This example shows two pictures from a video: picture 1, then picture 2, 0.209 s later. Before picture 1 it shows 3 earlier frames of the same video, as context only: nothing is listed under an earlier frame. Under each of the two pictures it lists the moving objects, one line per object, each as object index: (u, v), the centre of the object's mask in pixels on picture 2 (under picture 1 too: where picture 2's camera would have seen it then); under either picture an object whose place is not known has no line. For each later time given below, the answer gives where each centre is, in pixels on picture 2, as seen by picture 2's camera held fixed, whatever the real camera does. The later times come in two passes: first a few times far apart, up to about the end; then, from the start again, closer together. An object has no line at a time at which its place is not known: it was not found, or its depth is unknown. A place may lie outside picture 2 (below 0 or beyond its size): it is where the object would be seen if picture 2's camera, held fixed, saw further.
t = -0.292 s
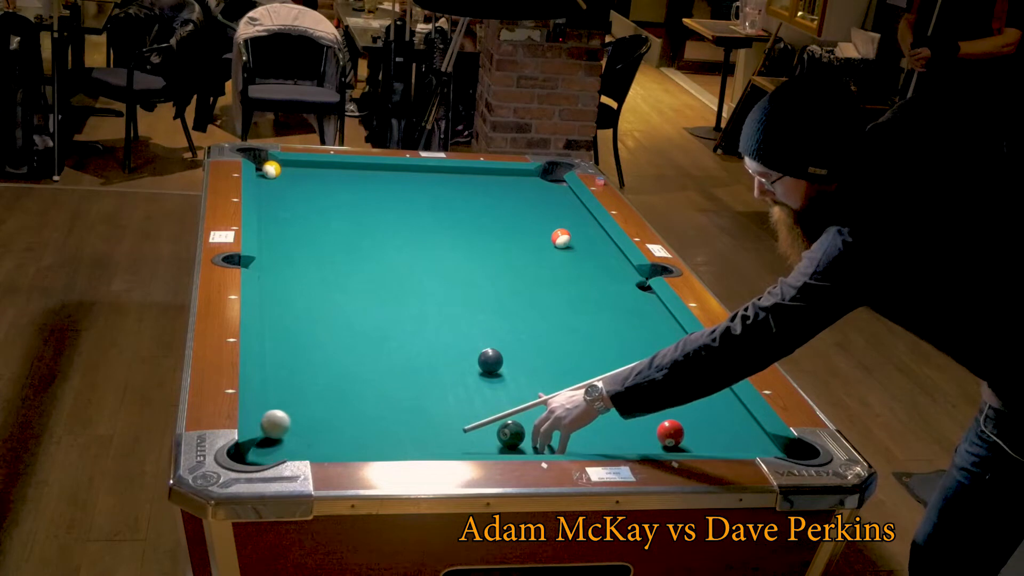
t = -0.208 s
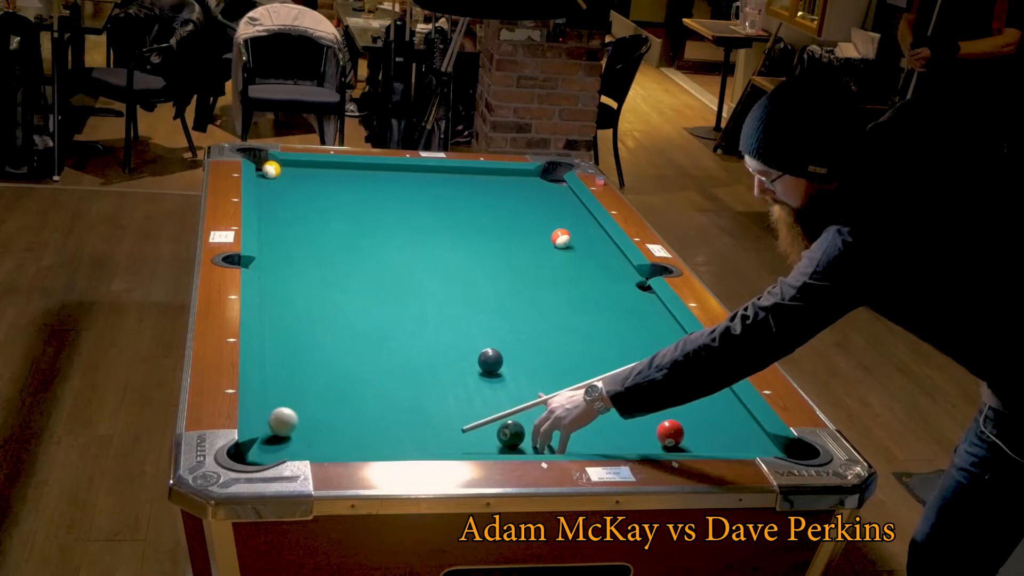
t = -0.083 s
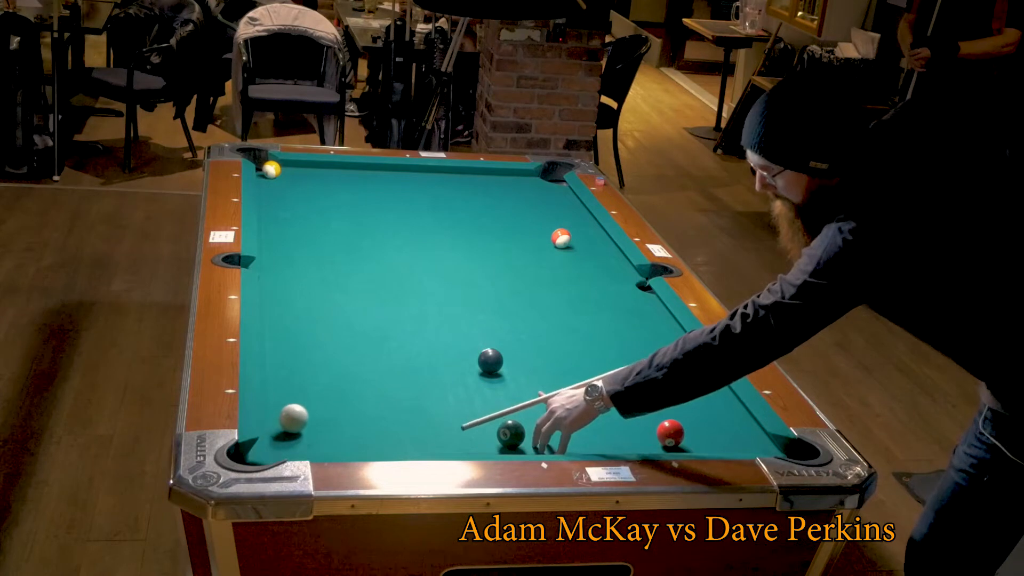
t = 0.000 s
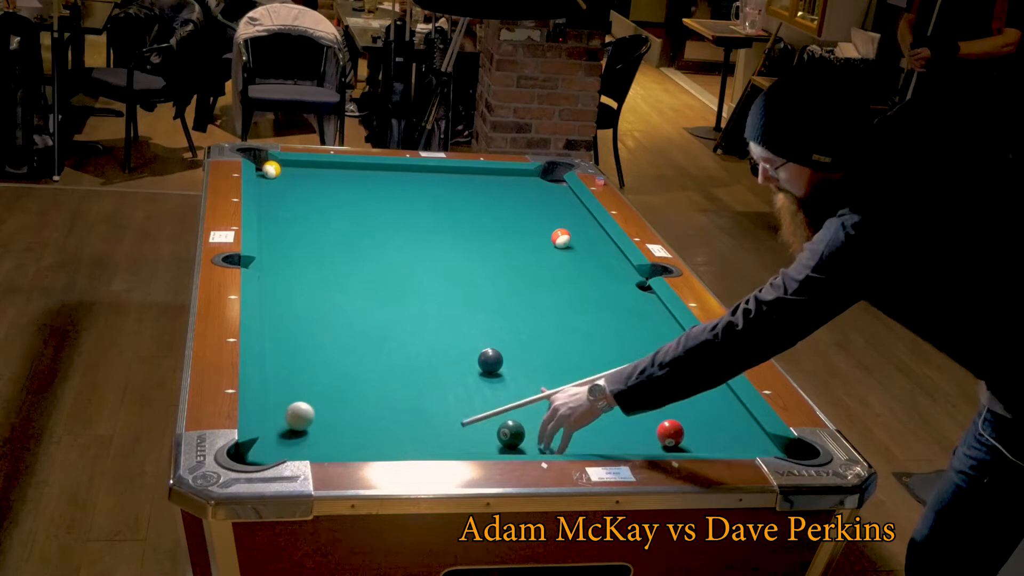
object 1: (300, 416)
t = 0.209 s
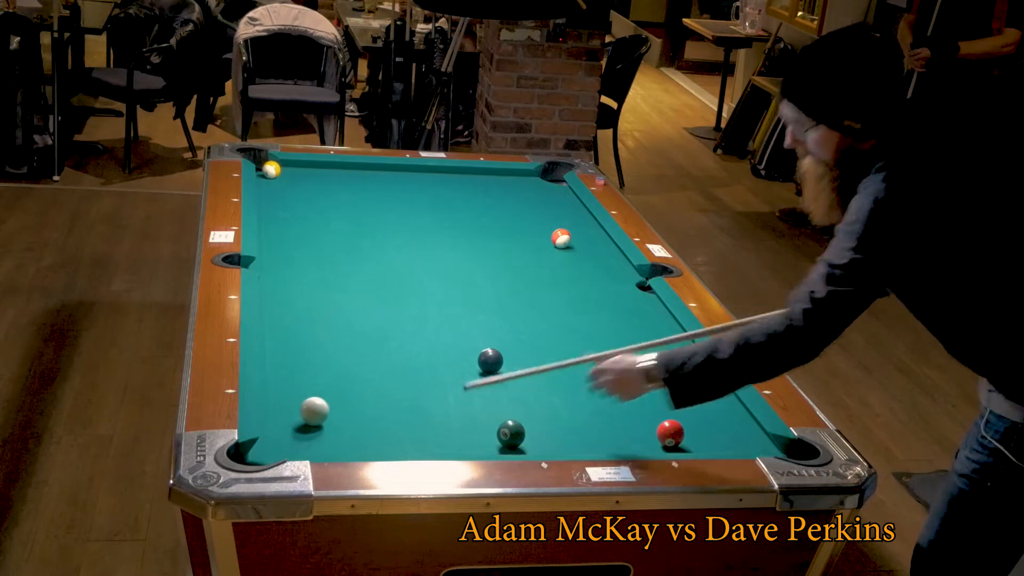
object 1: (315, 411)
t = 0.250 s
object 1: (317, 410)
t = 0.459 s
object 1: (329, 406)
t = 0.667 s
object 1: (340, 402)
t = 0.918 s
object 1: (352, 398)
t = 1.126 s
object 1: (360, 395)
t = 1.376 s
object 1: (367, 392)
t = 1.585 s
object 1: (371, 390)
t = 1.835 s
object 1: (375, 389)
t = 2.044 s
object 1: (376, 388)
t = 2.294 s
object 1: (375, 388)
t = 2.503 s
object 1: (375, 388)
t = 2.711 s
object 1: (375, 388)
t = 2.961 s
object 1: (375, 388)
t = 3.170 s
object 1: (375, 388)
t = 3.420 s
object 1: (375, 388)
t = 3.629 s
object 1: (375, 388)
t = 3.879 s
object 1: (375, 388)
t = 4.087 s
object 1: (375, 388)
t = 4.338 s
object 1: (375, 388)
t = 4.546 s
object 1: (375, 388)
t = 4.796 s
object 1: (375, 388)
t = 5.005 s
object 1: (375, 388)
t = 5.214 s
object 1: (375, 388)
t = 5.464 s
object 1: (375, 388)
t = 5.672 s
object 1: (375, 388)
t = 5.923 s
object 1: (375, 388)
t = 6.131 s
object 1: (375, 388)
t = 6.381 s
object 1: (375, 388)
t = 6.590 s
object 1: (375, 389)
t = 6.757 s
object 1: (375, 389)
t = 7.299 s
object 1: (381, 388)
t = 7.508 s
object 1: (375, 388)
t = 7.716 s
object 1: (375, 389)
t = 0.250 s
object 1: (317, 410)
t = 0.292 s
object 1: (320, 409)
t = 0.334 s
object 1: (322, 408)
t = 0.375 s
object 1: (324, 407)
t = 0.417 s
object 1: (327, 407)
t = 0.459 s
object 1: (329, 406)
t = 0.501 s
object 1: (331, 405)
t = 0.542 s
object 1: (334, 404)
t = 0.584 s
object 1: (336, 403)
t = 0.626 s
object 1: (338, 403)
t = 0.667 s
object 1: (340, 402)
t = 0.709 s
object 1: (342, 401)
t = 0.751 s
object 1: (344, 400)
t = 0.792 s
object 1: (346, 400)
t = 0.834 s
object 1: (348, 399)
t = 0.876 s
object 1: (350, 398)
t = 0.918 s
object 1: (352, 398)
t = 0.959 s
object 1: (353, 397)
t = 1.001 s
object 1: (355, 397)
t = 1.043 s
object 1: (356, 396)
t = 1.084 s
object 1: (358, 395)
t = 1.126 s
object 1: (360, 395)
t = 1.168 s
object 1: (361, 394)
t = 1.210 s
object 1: (362, 394)
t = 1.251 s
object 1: (363, 393)
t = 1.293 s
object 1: (365, 393)
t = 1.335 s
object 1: (366, 392)
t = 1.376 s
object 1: (367, 392)
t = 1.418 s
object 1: (368, 392)
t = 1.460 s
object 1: (369, 391)
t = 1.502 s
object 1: (370, 391)
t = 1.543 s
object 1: (370, 390)
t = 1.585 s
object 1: (371, 390)
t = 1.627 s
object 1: (372, 390)
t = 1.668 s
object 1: (373, 390)
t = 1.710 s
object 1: (373, 389)
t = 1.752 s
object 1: (374, 389)
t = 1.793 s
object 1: (374, 389)
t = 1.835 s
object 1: (375, 389)
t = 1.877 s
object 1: (375, 389)
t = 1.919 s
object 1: (376, 389)
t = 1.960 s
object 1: (376, 389)
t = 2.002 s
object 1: (376, 389)
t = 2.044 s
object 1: (376, 388)
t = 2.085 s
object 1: (376, 388)
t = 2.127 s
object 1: (376, 388)
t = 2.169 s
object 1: (376, 388)
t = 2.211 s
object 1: (376, 388)
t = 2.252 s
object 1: (375, 388)
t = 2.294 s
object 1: (375, 388)
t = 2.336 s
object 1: (375, 388)
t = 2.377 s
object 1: (375, 388)
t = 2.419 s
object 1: (375, 388)
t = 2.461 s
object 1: (375, 388)
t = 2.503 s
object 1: (375, 388)
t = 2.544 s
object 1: (375, 388)
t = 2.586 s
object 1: (375, 388)
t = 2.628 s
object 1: (375, 388)
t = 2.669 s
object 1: (375, 388)
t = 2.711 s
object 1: (375, 388)
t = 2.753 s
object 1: (375, 388)
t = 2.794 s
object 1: (375, 388)
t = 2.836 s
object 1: (375, 388)
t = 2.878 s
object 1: (375, 388)
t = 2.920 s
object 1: (375, 388)
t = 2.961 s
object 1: (375, 388)
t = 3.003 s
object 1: (375, 388)
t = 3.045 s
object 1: (375, 388)
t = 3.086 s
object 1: (375, 388)
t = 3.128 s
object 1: (375, 388)
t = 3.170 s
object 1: (375, 388)
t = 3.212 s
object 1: (375, 388)
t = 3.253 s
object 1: (375, 388)
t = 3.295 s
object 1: (375, 388)
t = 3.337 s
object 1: (375, 388)
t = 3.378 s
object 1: (375, 388)
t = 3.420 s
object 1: (375, 388)
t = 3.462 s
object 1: (375, 388)
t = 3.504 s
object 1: (375, 388)
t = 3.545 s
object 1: (375, 388)
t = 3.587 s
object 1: (375, 388)
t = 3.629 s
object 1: (375, 388)
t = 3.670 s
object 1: (375, 388)
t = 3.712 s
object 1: (375, 388)
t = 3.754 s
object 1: (375, 388)
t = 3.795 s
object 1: (375, 388)
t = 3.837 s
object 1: (375, 388)
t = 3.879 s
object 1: (375, 388)
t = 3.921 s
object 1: (375, 388)
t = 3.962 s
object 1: (375, 388)
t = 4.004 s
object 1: (375, 388)
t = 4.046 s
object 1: (375, 388)
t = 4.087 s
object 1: (375, 388)
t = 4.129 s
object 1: (375, 388)
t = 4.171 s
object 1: (375, 388)
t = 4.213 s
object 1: (375, 388)
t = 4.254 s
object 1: (375, 388)
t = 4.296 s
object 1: (375, 388)
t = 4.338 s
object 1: (375, 388)
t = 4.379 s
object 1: (375, 388)
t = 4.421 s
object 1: (375, 388)
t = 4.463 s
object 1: (375, 388)
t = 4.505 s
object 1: (375, 388)
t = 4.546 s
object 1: (375, 388)
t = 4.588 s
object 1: (375, 388)
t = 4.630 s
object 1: (375, 388)
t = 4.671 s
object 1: (375, 388)
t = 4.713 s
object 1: (375, 388)
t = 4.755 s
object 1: (375, 388)
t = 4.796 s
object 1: (375, 388)
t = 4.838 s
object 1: (375, 388)
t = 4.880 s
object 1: (375, 388)
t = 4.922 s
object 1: (375, 388)
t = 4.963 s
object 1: (375, 388)
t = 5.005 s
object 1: (375, 388)
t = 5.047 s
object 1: (375, 388)
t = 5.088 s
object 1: (375, 388)
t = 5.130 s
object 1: (375, 388)
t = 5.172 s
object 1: (375, 388)
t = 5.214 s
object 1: (375, 388)
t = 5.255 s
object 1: (375, 388)
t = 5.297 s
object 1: (375, 388)
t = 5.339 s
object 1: (375, 388)
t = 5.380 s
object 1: (375, 388)
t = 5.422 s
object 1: (375, 388)
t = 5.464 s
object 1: (375, 388)
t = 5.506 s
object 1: (375, 388)
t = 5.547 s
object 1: (375, 388)
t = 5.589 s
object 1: (375, 388)
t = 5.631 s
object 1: (375, 388)
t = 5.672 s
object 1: (375, 388)
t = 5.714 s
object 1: (375, 388)
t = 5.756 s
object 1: (375, 388)
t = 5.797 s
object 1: (375, 388)
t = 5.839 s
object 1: (375, 388)
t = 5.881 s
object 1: (375, 388)
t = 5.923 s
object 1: (375, 388)
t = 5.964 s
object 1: (375, 388)
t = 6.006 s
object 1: (375, 388)
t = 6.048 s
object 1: (375, 388)
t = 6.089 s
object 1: (375, 388)
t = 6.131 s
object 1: (375, 388)
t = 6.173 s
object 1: (375, 388)
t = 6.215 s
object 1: (375, 388)
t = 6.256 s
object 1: (375, 388)
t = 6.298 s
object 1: (375, 388)
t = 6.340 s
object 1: (375, 388)
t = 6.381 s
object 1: (375, 388)
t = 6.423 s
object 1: (375, 388)
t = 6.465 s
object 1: (375, 388)
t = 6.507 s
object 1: (375, 388)
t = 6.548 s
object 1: (375, 389)
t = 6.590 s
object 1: (375, 389)
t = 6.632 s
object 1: (375, 389)
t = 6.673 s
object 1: (375, 388)
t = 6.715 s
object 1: (375, 388)
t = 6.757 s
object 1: (375, 389)
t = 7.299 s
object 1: (381, 388)
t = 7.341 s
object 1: (375, 389)
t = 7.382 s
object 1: (375, 389)
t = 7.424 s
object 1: (375, 388)
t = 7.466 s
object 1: (375, 388)
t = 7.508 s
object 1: (375, 388)
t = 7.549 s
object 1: (375, 388)
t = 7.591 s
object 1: (375, 388)
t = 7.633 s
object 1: (375, 388)
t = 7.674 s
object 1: (375, 388)
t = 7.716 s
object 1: (375, 389)
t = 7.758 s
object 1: (375, 388)
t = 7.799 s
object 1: (375, 388)
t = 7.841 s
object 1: (375, 388)
